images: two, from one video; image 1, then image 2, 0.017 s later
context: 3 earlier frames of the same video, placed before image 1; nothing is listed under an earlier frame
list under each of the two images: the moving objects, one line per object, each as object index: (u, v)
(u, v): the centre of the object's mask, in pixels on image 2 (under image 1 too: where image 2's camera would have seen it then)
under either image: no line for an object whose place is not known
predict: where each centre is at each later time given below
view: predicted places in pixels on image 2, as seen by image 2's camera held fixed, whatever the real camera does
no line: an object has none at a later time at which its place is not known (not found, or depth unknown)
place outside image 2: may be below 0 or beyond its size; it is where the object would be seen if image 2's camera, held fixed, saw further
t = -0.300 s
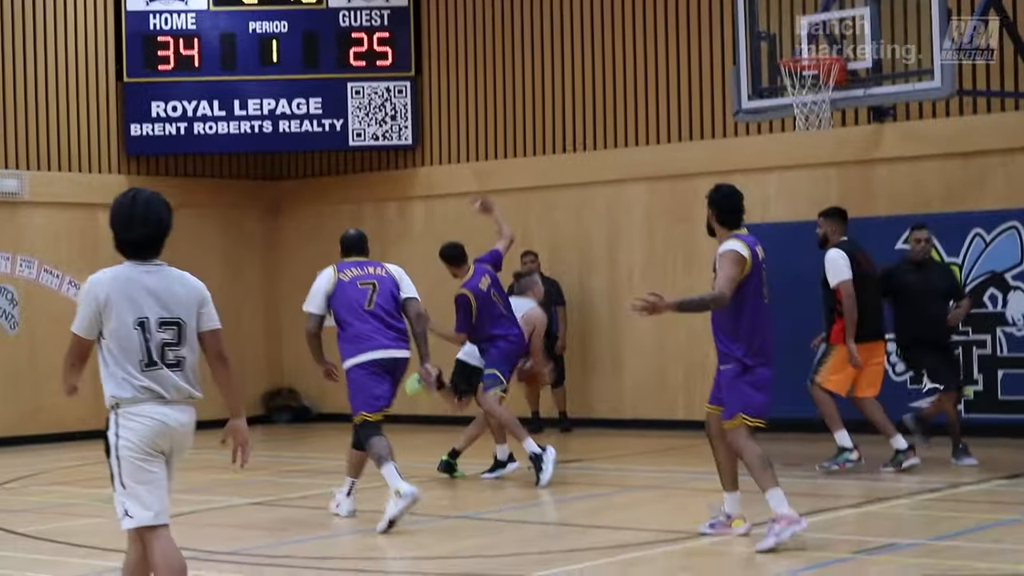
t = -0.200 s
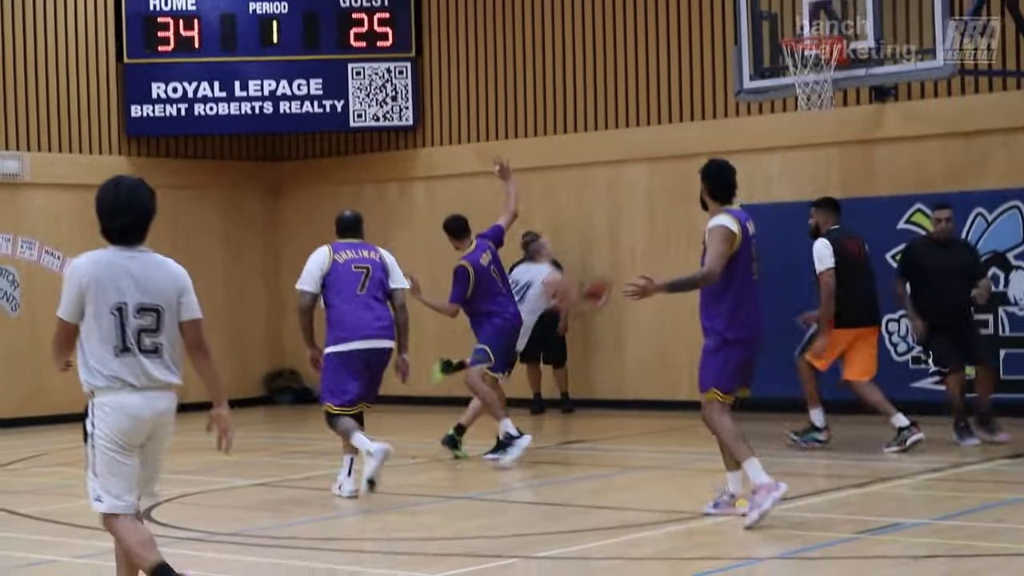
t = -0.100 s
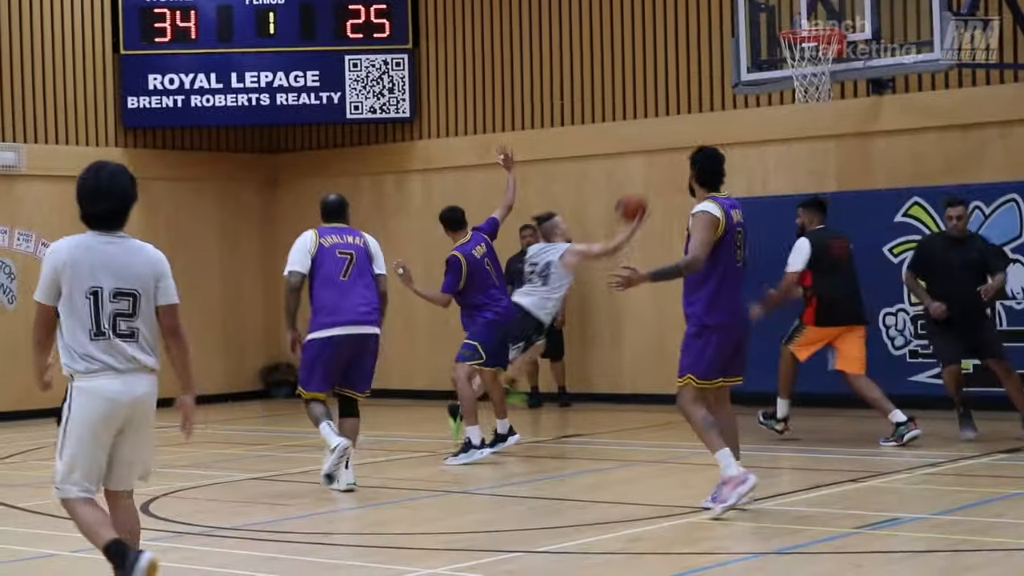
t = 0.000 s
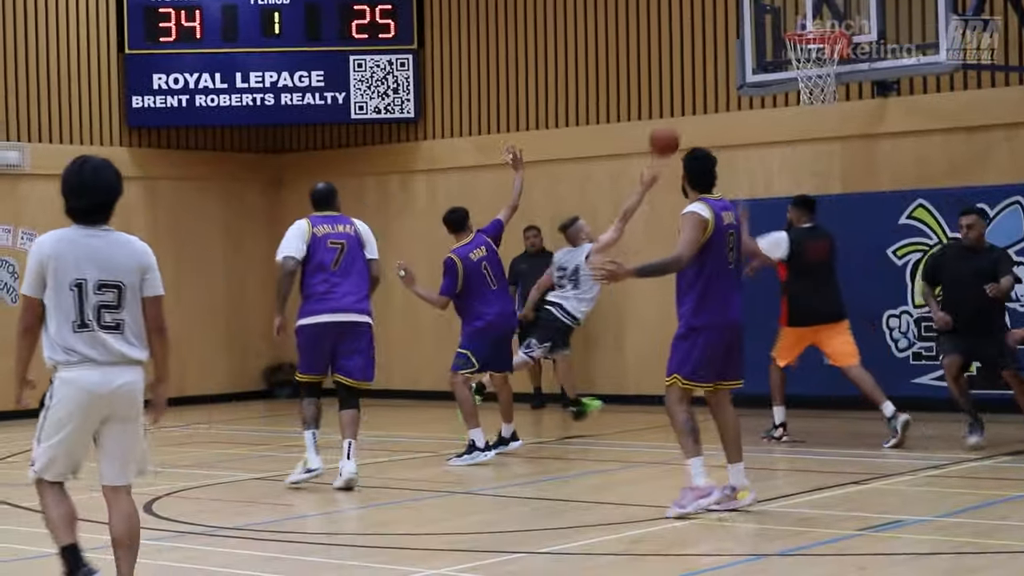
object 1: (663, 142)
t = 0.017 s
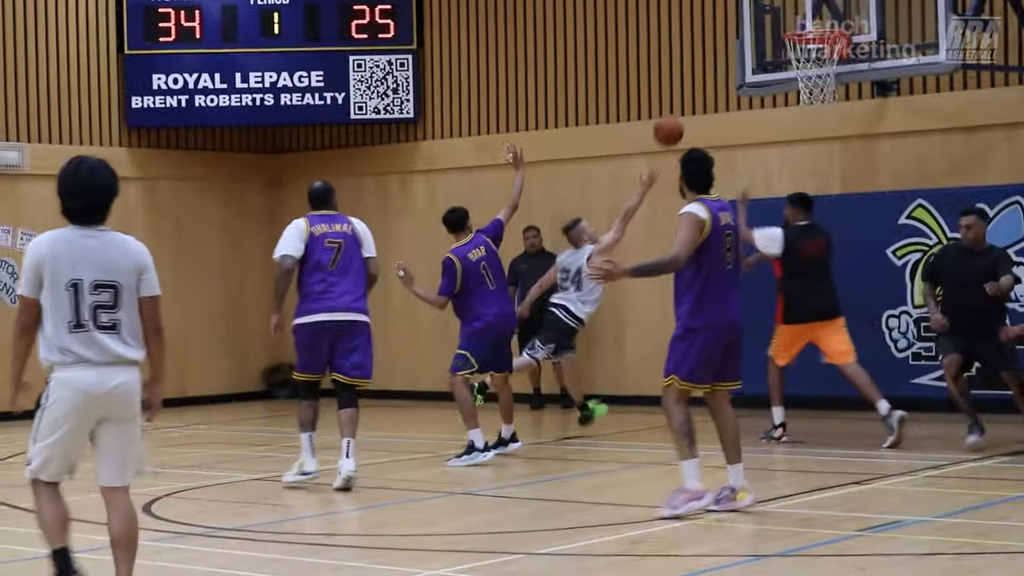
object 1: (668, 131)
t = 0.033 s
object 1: (674, 121)
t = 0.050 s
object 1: (680, 111)
